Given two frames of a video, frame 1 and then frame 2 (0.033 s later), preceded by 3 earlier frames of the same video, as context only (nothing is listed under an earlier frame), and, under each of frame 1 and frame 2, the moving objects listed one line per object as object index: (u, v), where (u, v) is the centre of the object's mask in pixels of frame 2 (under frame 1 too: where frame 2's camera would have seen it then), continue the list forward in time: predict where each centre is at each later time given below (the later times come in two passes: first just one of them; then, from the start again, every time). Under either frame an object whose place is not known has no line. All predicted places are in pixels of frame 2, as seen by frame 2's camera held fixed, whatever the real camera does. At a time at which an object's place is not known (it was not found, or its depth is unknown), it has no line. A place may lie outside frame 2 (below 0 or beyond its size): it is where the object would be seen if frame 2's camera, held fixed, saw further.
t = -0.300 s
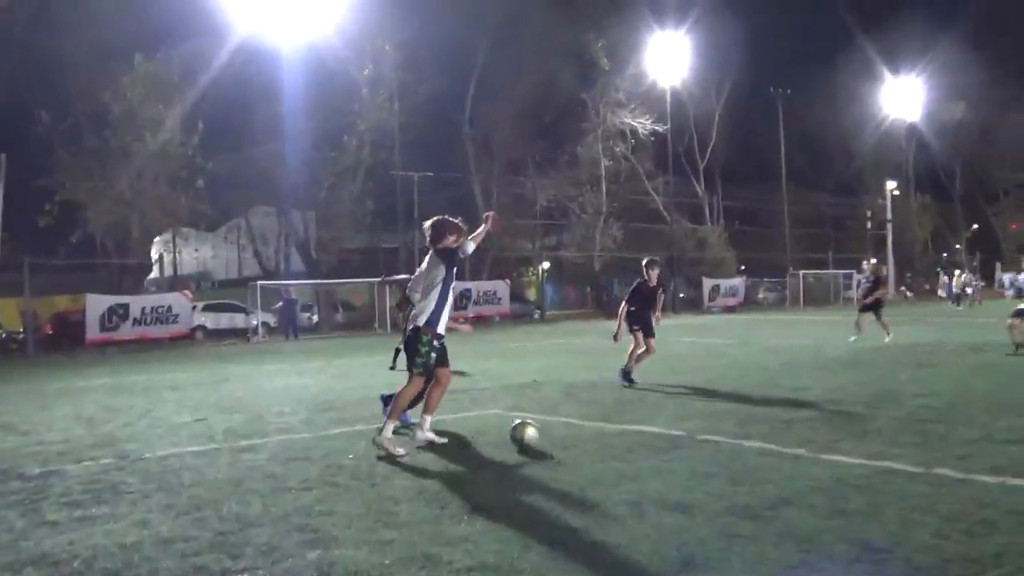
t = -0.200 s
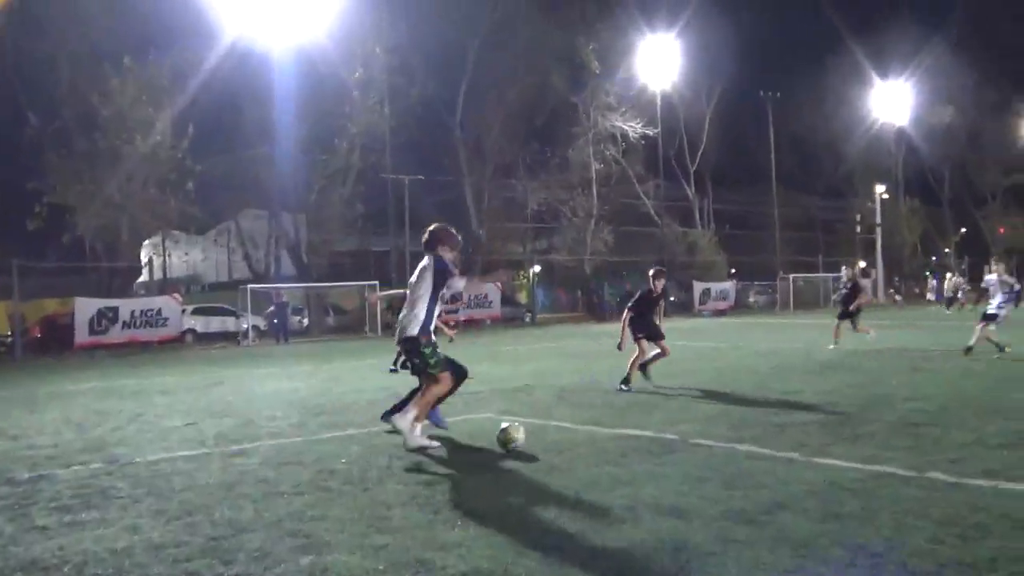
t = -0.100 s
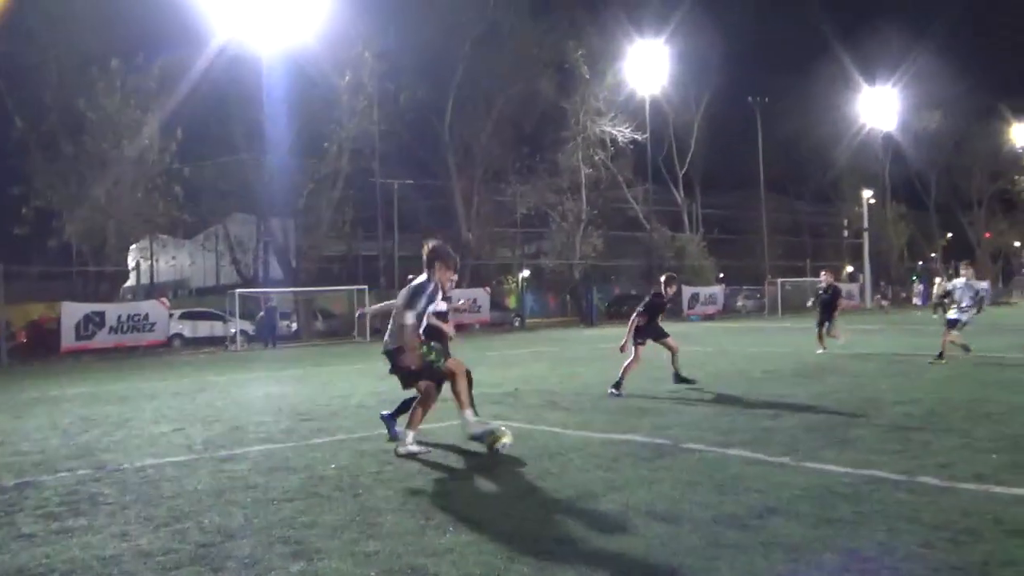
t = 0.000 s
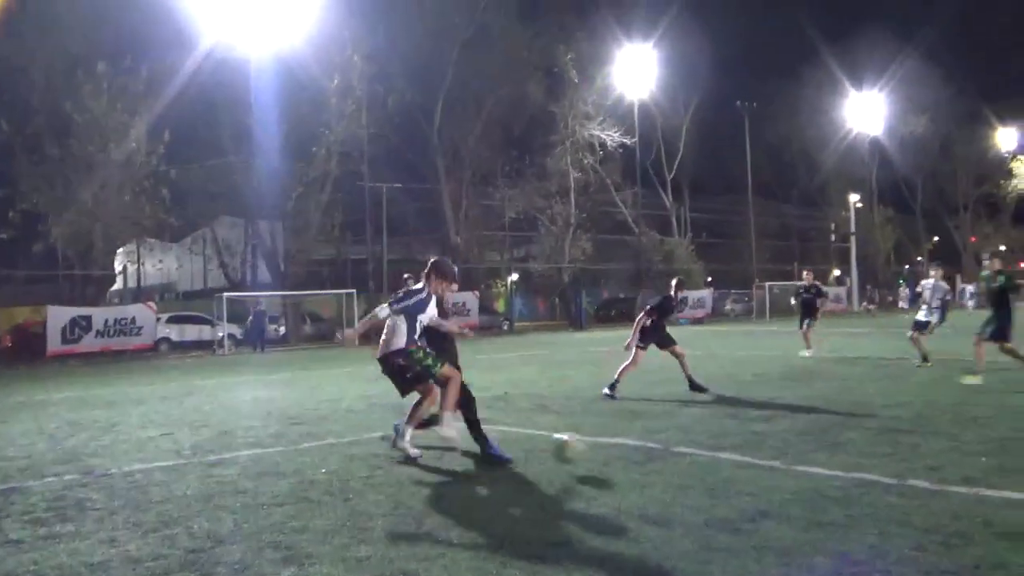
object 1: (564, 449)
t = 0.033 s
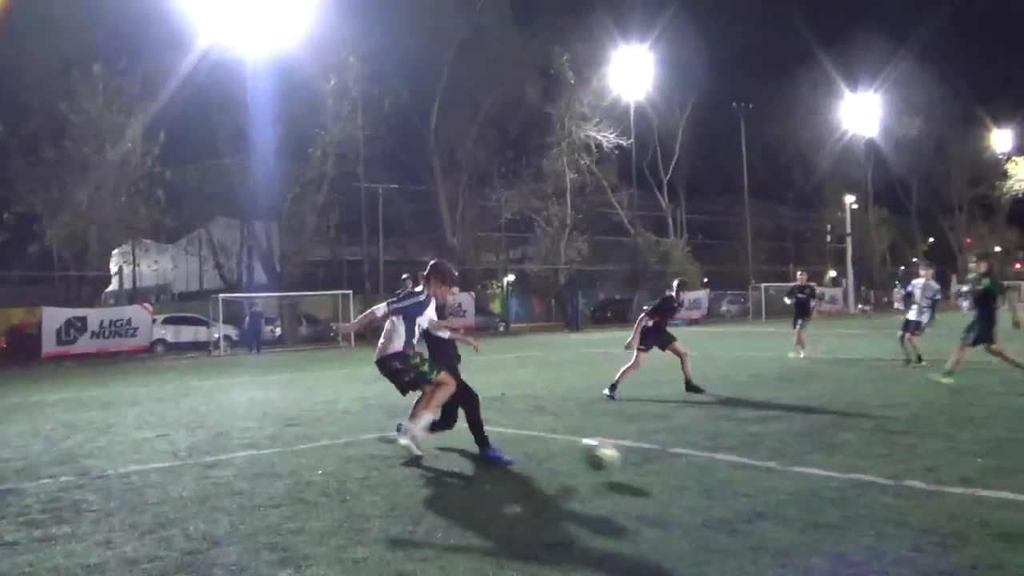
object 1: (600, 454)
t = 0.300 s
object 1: (920, 509)
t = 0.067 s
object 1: (635, 461)
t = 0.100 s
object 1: (676, 473)
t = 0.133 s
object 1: (712, 478)
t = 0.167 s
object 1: (746, 481)
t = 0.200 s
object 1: (787, 484)
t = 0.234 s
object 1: (830, 493)
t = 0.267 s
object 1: (876, 501)
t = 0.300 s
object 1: (920, 509)
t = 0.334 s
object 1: (962, 510)
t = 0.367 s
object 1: (1010, 516)
